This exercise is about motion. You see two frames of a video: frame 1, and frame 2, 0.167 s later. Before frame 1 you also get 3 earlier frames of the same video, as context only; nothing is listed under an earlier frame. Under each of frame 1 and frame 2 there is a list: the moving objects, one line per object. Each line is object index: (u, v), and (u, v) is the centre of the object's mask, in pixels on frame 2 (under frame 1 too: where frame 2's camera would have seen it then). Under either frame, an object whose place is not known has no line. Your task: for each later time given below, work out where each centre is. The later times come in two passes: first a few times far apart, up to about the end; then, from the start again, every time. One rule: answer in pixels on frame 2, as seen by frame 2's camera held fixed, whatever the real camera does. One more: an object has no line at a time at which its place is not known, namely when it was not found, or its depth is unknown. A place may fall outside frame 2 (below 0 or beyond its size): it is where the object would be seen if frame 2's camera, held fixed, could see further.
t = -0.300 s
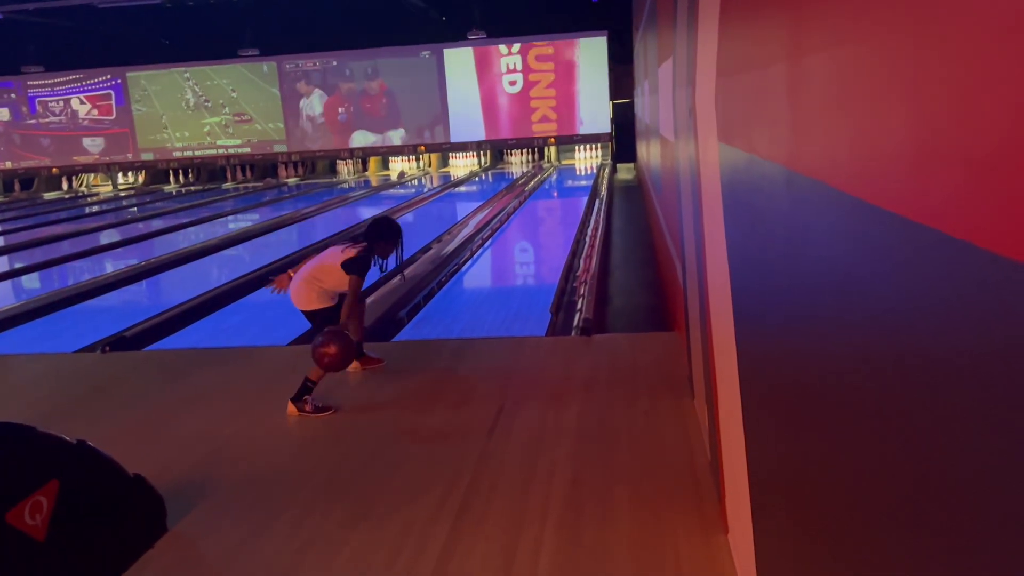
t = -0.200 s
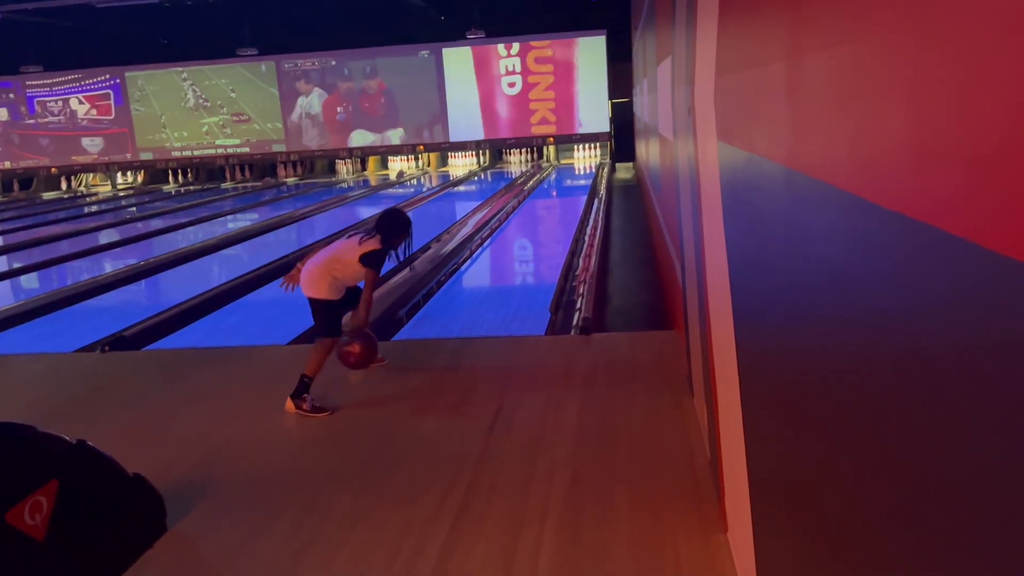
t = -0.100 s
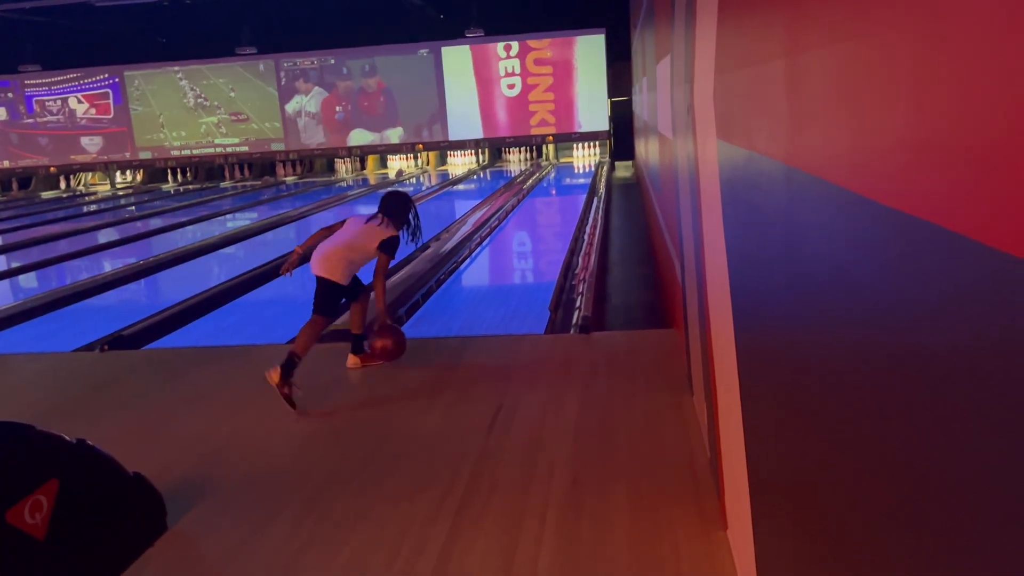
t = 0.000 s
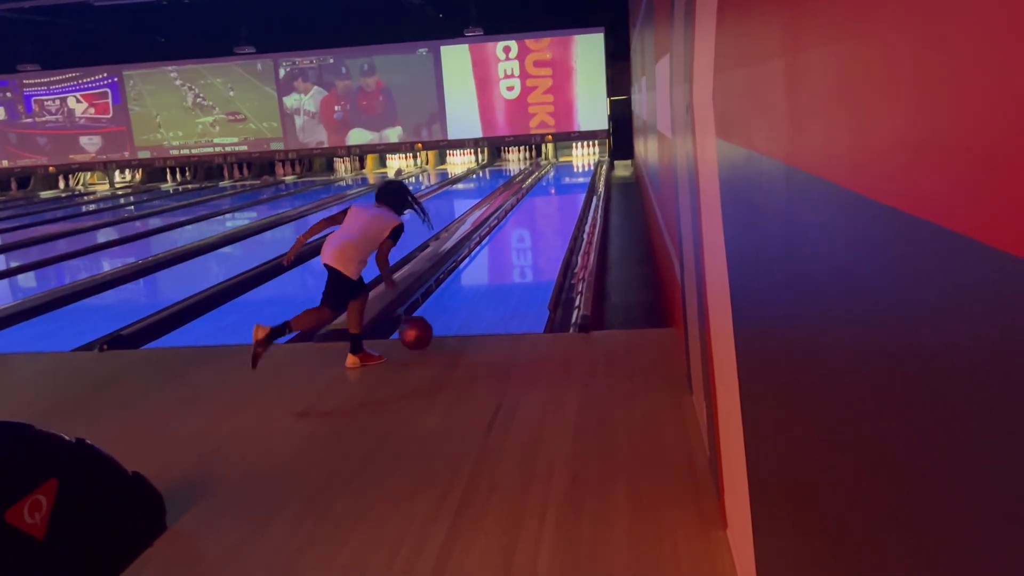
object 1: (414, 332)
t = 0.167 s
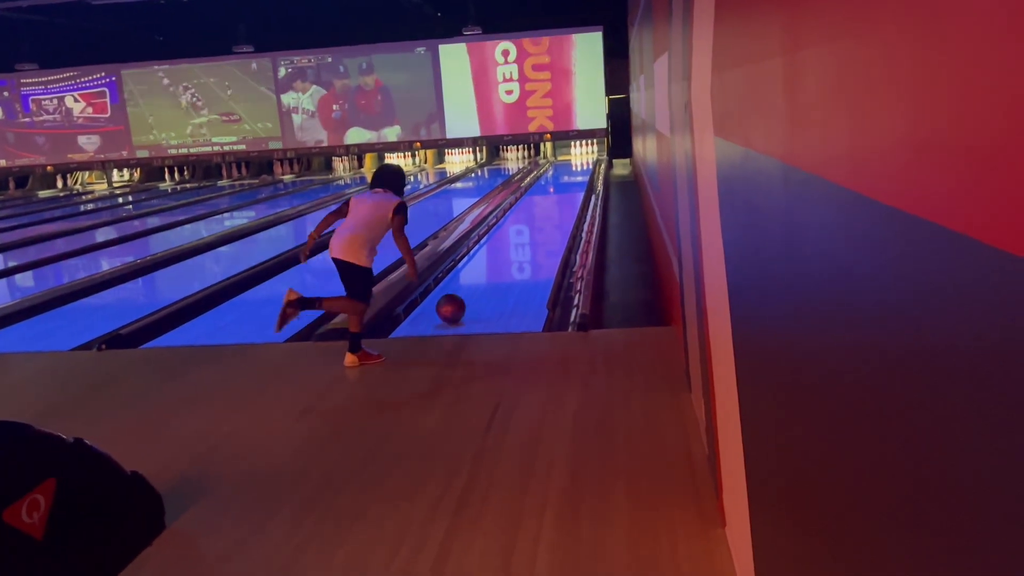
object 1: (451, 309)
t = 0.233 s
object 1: (463, 300)
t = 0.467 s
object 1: (496, 271)
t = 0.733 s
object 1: (525, 247)
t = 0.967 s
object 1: (544, 231)
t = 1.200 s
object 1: (559, 218)
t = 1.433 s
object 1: (572, 208)
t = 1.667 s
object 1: (571, 200)
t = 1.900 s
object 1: (569, 194)
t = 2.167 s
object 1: (568, 187)
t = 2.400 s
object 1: (568, 183)
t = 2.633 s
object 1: (568, 179)
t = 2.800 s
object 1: (568, 176)
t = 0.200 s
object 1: (457, 304)
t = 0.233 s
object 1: (463, 300)
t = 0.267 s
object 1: (468, 295)
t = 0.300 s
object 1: (473, 290)
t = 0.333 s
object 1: (478, 286)
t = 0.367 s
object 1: (483, 282)
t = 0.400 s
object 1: (488, 278)
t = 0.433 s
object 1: (492, 274)
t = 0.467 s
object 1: (496, 271)
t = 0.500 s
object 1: (500, 267)
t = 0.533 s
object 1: (504, 264)
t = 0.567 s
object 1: (508, 261)
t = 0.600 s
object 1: (512, 258)
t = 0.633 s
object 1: (515, 255)
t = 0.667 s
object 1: (518, 252)
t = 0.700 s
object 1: (522, 249)
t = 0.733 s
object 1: (525, 247)
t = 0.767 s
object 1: (528, 244)
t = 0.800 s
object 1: (531, 242)
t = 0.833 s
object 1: (534, 240)
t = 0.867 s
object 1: (536, 237)
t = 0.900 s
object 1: (539, 235)
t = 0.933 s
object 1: (541, 233)
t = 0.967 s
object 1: (544, 231)
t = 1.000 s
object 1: (546, 229)
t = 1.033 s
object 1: (548, 227)
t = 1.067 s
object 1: (551, 225)
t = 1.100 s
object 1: (553, 224)
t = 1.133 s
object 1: (555, 222)
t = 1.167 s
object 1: (557, 220)
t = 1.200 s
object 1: (559, 218)
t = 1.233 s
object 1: (561, 217)
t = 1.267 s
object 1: (563, 215)
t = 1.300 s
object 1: (565, 214)
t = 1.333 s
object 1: (567, 212)
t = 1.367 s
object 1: (569, 211)
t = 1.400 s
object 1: (570, 209)
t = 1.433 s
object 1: (572, 208)
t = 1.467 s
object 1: (572, 207)
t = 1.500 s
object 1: (572, 206)
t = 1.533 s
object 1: (572, 205)
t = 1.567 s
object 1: (572, 203)
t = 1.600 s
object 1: (571, 202)
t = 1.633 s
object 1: (571, 201)
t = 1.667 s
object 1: (571, 200)
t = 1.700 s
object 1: (570, 199)
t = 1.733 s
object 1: (570, 198)
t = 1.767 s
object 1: (570, 197)
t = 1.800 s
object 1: (570, 196)
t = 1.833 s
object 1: (569, 195)
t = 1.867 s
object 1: (569, 194)
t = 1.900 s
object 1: (569, 194)
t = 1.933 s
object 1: (569, 193)
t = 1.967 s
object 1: (569, 192)
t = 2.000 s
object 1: (569, 191)
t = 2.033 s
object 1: (568, 190)
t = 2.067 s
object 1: (568, 190)
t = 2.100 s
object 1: (568, 189)
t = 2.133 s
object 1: (568, 188)
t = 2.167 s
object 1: (568, 187)
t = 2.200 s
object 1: (568, 187)
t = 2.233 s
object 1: (568, 186)
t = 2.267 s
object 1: (568, 185)
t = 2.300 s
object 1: (568, 185)
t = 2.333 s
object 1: (568, 184)
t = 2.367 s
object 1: (568, 184)
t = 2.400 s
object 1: (568, 183)
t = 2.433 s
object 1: (568, 182)
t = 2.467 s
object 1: (568, 182)
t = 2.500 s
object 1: (568, 181)
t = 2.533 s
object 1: (568, 180)
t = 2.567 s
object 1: (568, 180)
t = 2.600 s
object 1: (568, 180)
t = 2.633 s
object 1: (568, 179)
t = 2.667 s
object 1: (568, 178)
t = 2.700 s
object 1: (568, 178)
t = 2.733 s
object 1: (568, 177)
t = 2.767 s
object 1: (568, 177)
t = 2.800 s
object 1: (568, 176)
